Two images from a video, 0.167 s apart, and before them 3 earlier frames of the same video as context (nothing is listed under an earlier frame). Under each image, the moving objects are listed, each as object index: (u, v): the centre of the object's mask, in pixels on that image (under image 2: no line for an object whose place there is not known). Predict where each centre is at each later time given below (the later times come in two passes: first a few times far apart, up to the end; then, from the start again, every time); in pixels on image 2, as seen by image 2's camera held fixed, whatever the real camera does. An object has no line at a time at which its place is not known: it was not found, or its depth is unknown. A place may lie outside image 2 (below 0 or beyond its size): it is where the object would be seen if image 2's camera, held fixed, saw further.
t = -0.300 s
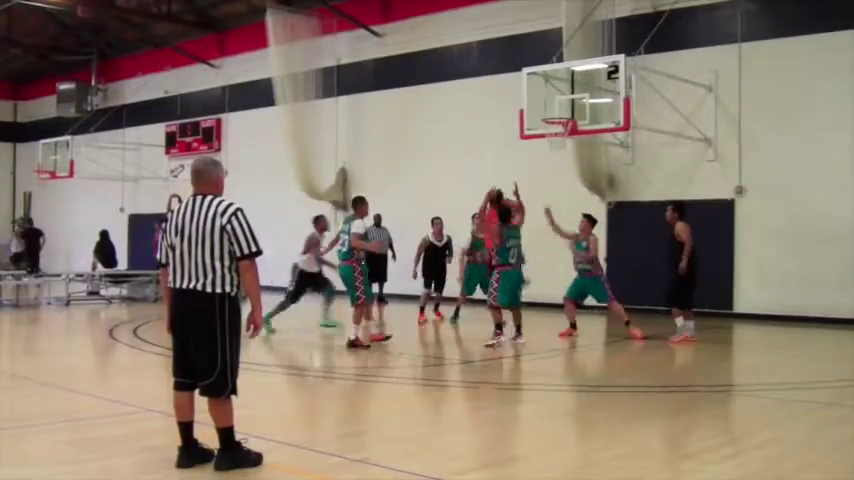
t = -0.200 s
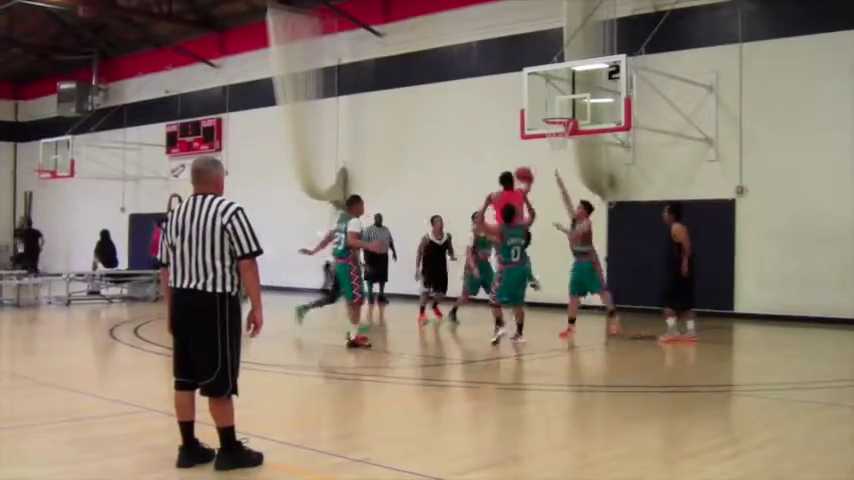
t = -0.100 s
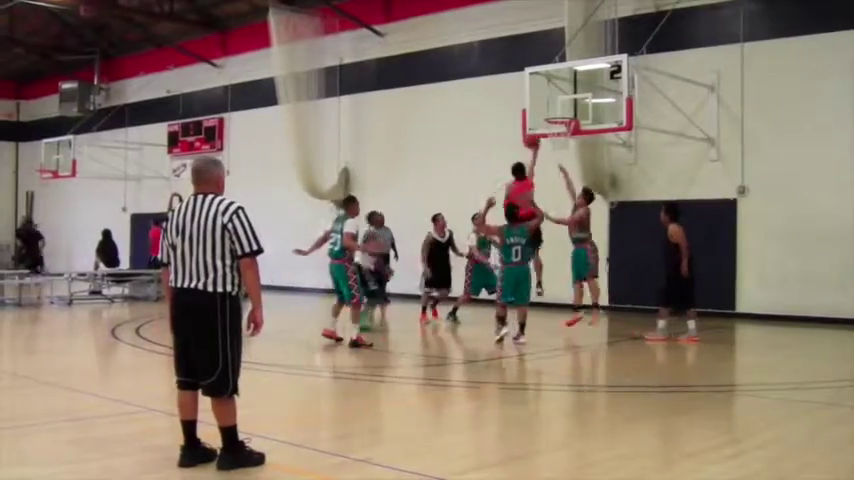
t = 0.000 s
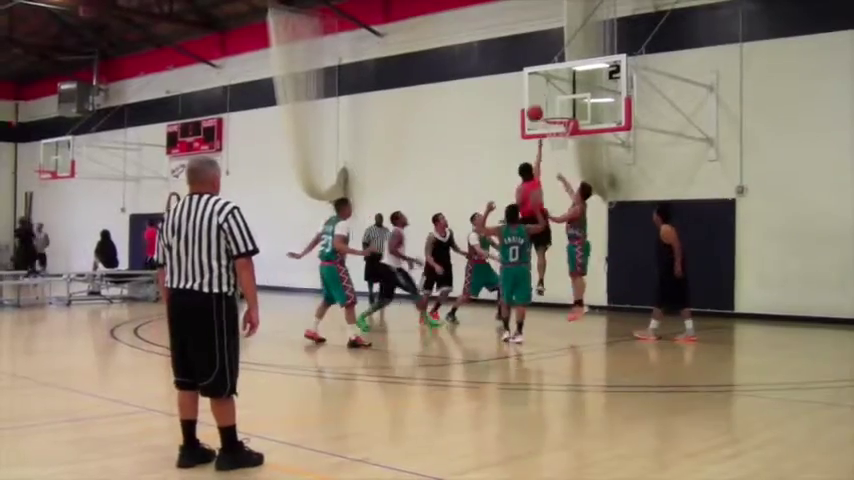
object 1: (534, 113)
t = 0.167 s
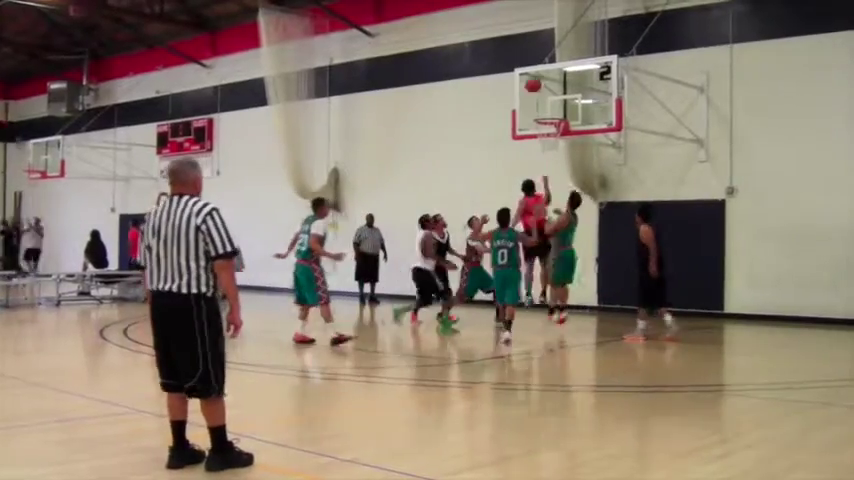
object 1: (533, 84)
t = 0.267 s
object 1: (536, 75)
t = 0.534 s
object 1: (547, 86)
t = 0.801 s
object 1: (541, 108)
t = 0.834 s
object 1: (539, 106)
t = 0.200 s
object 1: (534, 80)
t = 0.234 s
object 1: (535, 78)
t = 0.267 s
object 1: (536, 75)
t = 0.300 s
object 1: (537, 75)
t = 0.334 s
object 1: (538, 74)
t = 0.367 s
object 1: (540, 74)
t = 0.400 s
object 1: (541, 75)
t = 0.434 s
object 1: (542, 76)
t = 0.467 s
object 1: (543, 78)
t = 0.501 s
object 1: (544, 81)
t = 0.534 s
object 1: (547, 86)
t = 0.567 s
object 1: (548, 90)
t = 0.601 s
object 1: (549, 95)
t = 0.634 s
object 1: (551, 102)
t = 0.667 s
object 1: (551, 106)
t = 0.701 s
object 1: (548, 109)
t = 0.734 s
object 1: (546, 112)
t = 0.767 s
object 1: (545, 111)
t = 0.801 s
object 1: (541, 108)
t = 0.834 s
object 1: (539, 106)
